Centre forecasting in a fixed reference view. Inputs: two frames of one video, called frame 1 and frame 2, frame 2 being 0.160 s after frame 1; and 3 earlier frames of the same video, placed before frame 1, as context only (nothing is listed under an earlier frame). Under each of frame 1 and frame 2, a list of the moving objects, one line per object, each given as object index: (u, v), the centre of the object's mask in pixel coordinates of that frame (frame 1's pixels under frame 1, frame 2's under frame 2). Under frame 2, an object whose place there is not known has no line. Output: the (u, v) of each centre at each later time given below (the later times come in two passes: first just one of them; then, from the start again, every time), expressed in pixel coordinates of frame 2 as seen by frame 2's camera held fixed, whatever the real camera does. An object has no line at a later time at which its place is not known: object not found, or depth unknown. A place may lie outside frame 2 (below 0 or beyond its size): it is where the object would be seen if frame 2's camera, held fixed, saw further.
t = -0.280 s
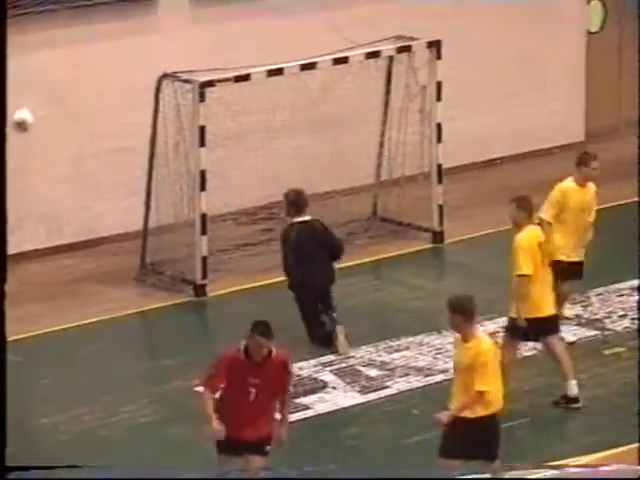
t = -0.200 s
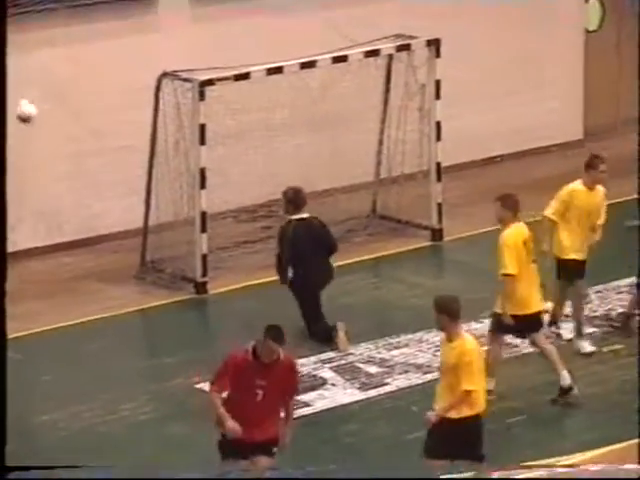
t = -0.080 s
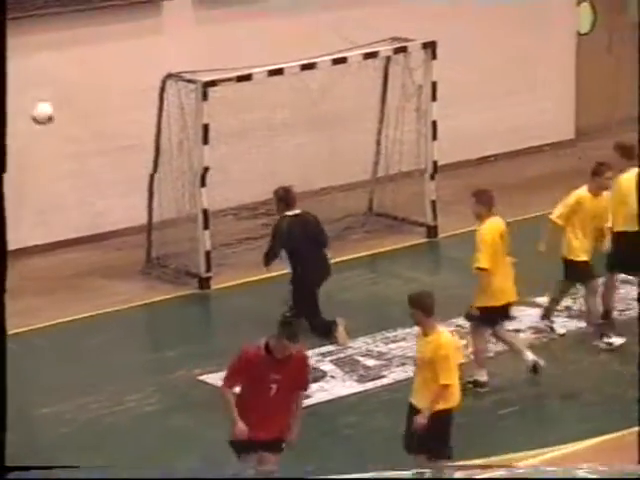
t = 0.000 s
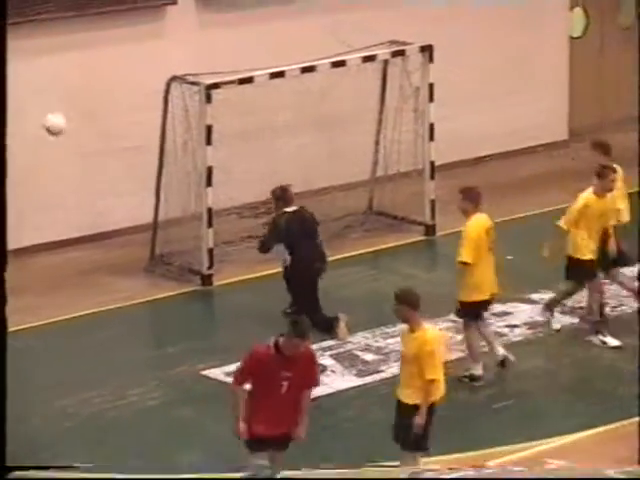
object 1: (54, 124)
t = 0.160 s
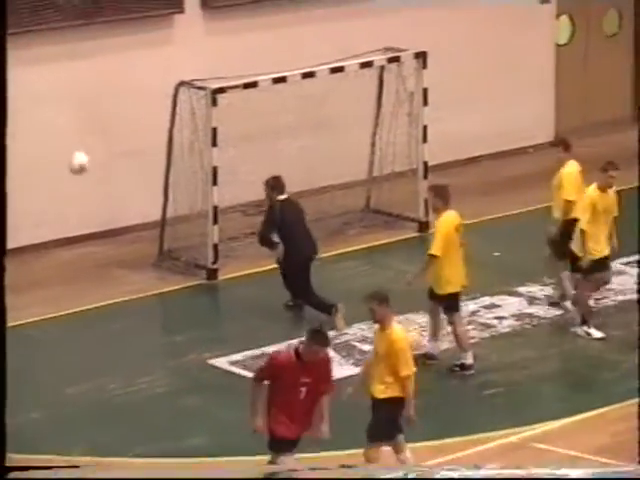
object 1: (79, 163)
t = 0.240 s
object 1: (84, 188)
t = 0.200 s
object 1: (81, 175)
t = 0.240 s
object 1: (84, 188)
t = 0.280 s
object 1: (85, 203)
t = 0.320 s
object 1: (88, 219)
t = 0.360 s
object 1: (90, 237)
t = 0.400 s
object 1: (91, 256)
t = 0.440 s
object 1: (93, 275)
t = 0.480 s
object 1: (93, 292)
